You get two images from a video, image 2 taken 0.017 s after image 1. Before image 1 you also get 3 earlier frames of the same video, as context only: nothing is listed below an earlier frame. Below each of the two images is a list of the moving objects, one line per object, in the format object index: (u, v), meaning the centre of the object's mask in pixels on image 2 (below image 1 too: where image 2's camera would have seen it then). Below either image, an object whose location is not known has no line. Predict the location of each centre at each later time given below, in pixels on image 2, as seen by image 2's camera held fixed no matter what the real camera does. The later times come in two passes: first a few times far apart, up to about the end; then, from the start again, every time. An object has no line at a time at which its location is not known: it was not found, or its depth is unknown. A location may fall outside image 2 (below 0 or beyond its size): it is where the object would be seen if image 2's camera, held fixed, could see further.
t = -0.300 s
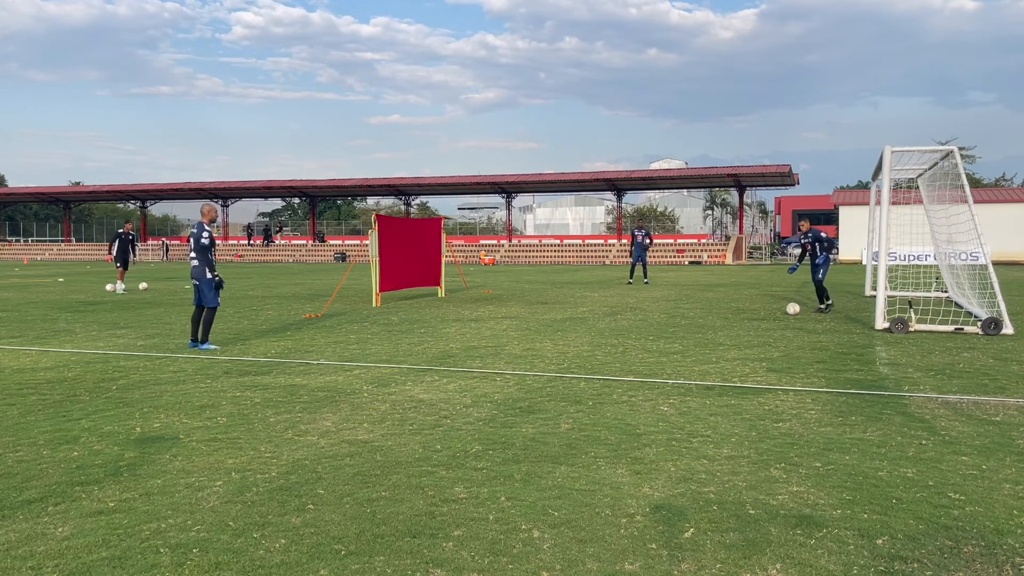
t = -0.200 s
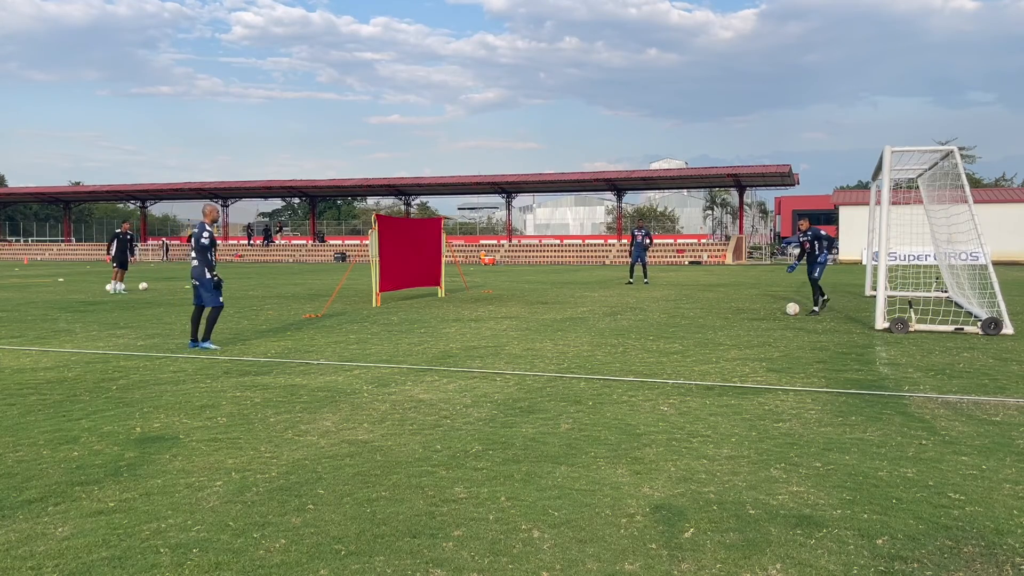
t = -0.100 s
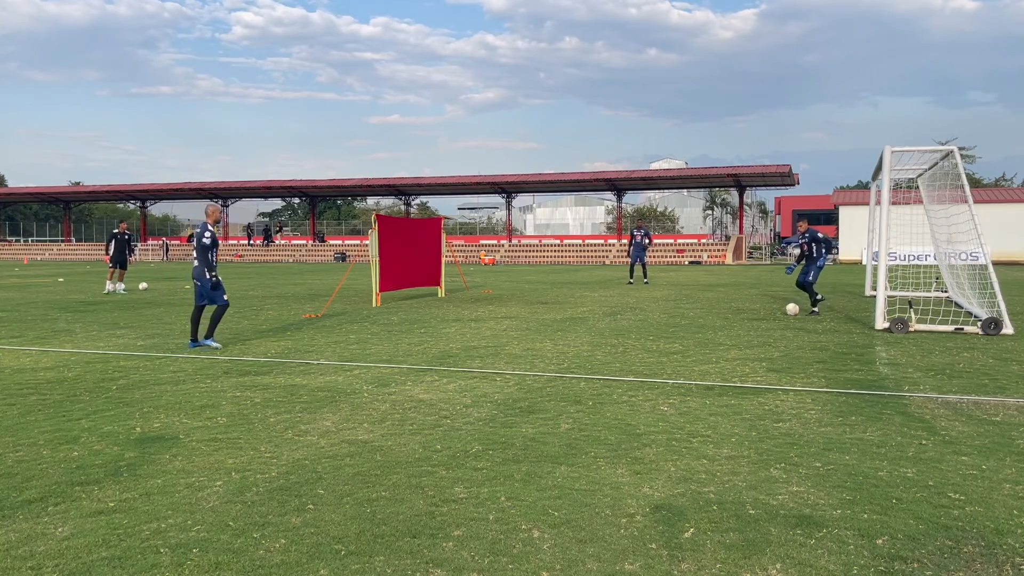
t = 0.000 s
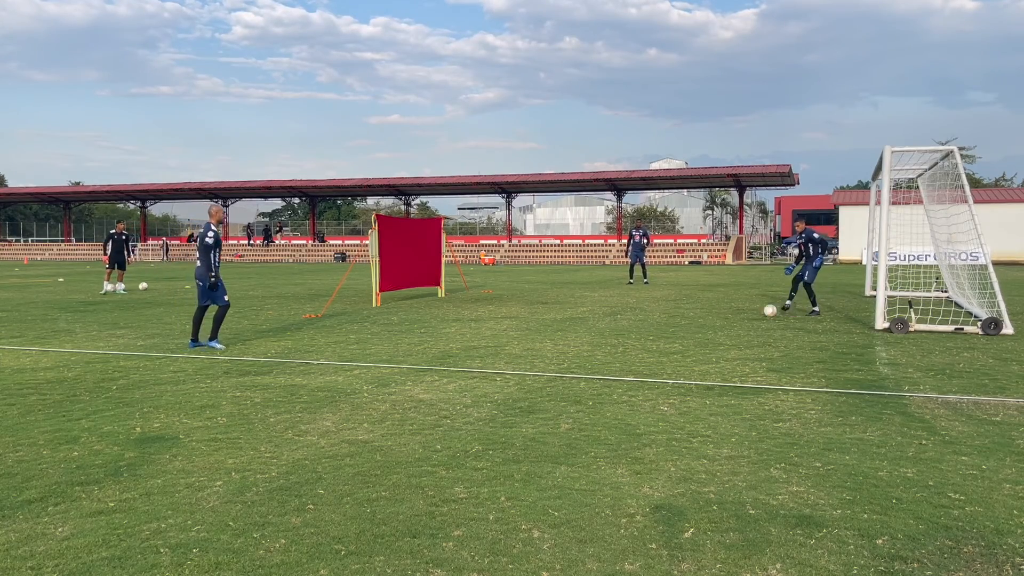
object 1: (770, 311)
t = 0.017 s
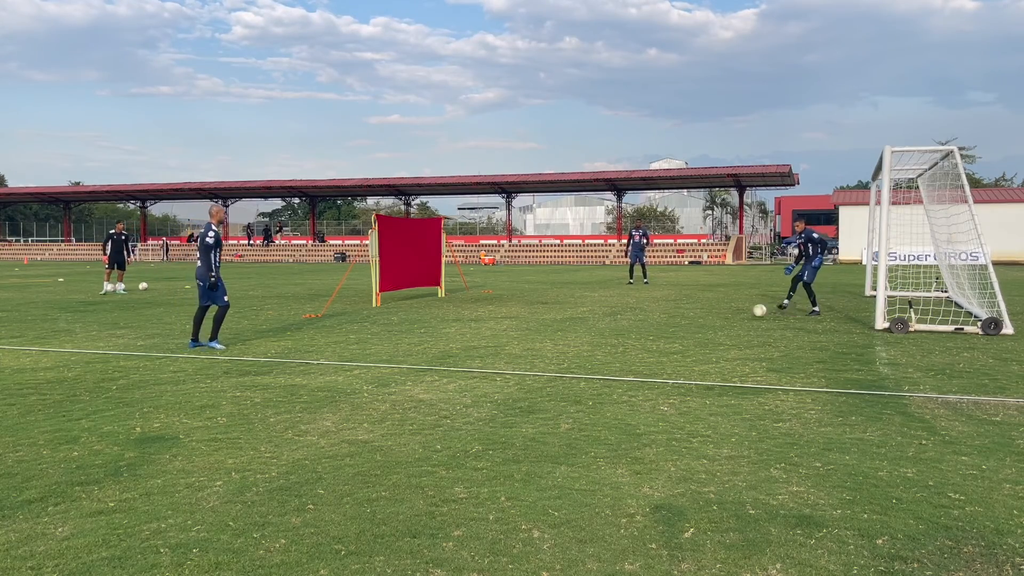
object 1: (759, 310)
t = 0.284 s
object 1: (583, 319)
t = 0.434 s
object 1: (477, 326)
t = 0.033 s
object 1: (749, 310)
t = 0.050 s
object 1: (739, 310)
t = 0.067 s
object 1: (728, 310)
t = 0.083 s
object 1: (718, 311)
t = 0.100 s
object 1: (707, 311)
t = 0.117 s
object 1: (696, 312)
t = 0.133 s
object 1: (685, 313)
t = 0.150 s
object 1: (673, 314)
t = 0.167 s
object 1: (662, 314)
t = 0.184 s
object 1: (651, 316)
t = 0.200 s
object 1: (639, 317)
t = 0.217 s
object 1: (628, 319)
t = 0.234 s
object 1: (616, 320)
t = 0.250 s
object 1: (605, 320)
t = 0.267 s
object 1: (594, 320)
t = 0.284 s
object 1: (583, 319)
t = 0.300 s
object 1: (572, 319)
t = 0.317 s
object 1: (560, 319)
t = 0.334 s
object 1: (549, 319)
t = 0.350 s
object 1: (537, 320)
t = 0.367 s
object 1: (525, 321)
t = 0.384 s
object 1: (513, 322)
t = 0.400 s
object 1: (502, 323)
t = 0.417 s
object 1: (489, 324)
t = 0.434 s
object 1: (477, 326)
